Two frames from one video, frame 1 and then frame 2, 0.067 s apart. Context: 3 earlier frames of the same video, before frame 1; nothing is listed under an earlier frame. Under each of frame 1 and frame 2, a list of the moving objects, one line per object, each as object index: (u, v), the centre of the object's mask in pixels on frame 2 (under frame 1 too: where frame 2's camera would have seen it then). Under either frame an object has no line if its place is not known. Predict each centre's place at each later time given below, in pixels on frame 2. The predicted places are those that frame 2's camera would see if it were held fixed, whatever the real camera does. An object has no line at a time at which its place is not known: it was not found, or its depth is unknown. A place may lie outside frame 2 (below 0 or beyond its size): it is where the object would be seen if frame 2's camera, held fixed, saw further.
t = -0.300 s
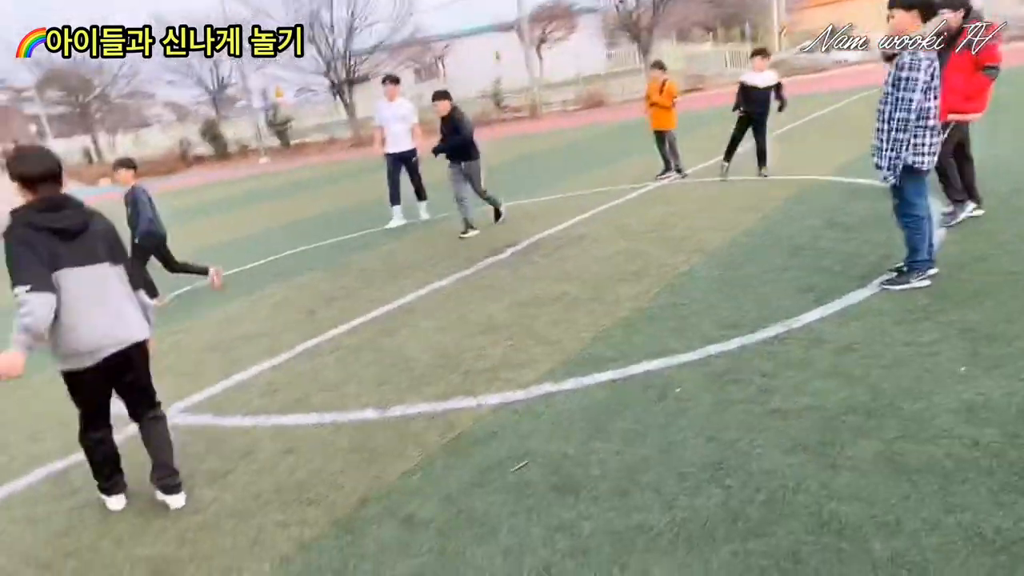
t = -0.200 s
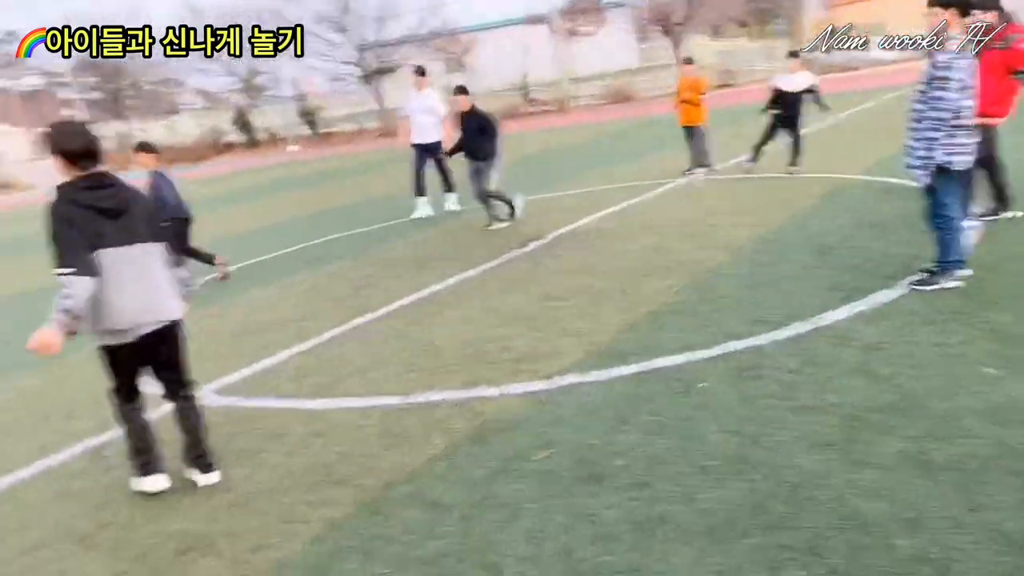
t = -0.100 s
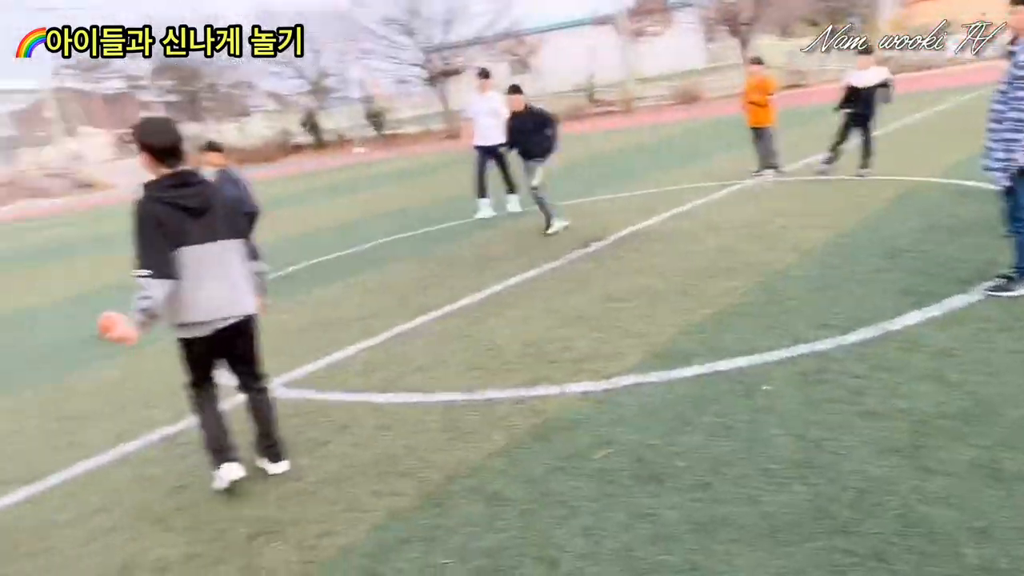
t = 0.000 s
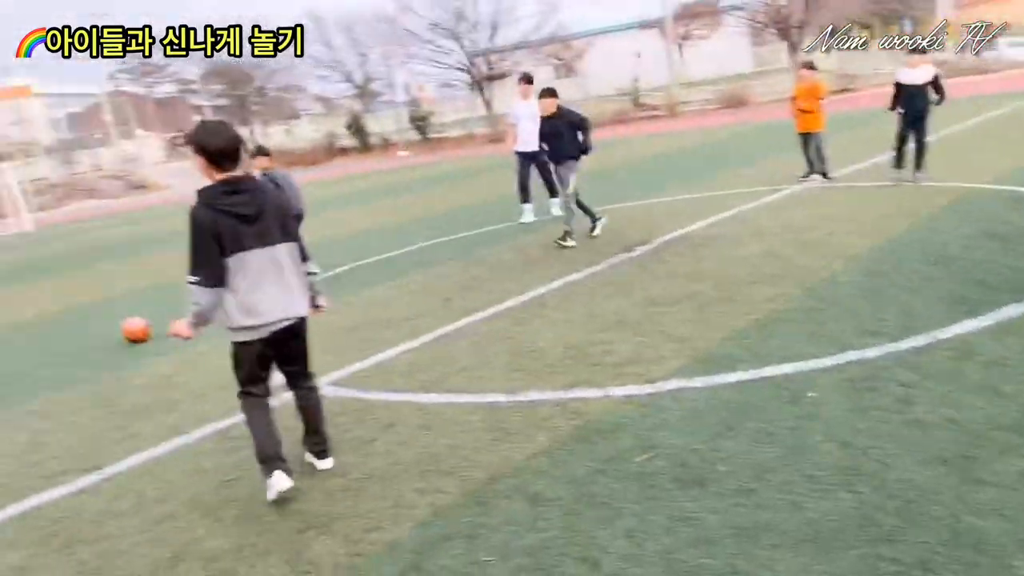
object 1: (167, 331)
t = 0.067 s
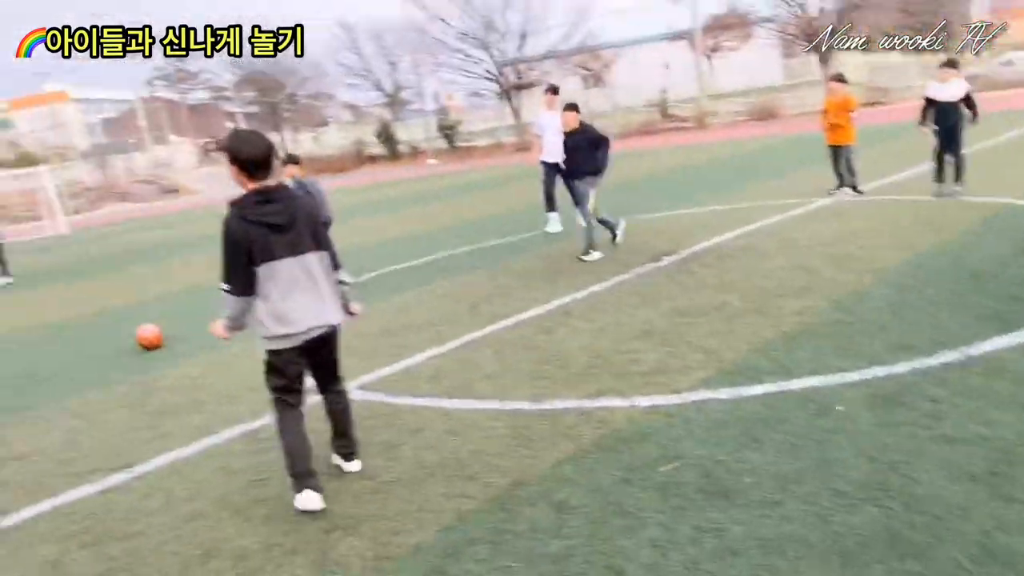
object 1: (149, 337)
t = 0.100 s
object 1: (139, 339)
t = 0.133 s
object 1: (130, 342)
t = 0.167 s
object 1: (121, 345)
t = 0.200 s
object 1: (110, 348)
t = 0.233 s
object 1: (101, 351)
